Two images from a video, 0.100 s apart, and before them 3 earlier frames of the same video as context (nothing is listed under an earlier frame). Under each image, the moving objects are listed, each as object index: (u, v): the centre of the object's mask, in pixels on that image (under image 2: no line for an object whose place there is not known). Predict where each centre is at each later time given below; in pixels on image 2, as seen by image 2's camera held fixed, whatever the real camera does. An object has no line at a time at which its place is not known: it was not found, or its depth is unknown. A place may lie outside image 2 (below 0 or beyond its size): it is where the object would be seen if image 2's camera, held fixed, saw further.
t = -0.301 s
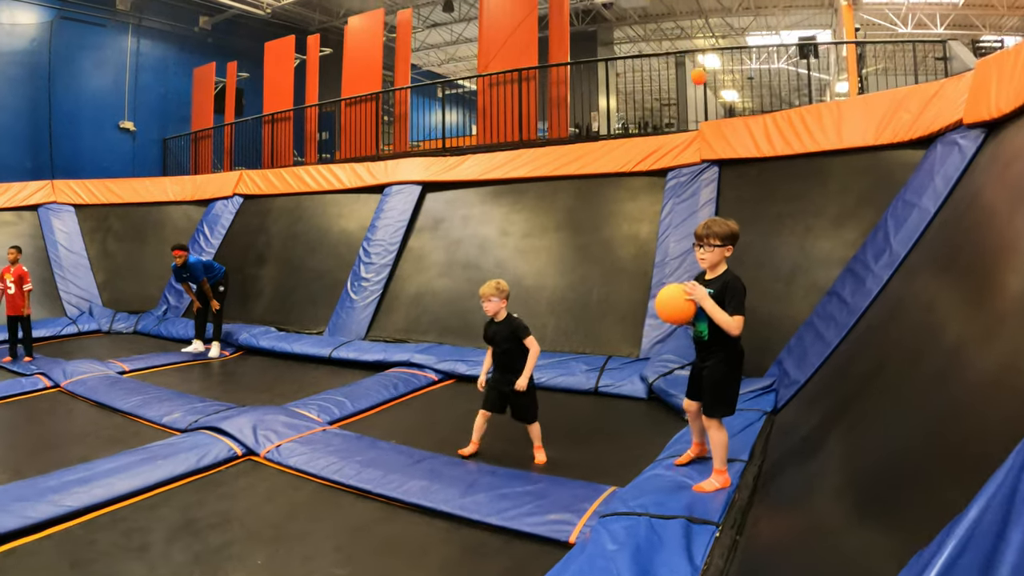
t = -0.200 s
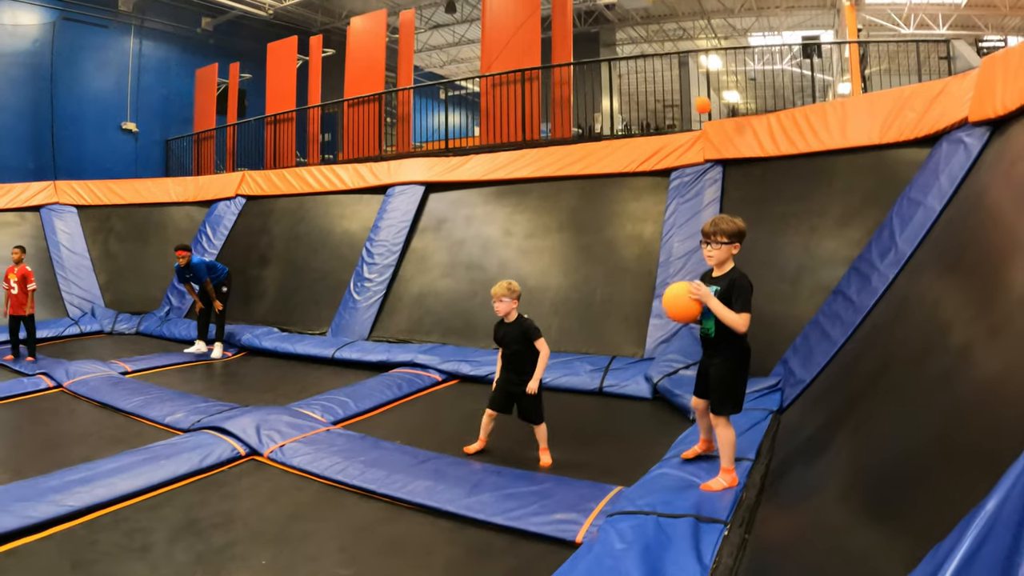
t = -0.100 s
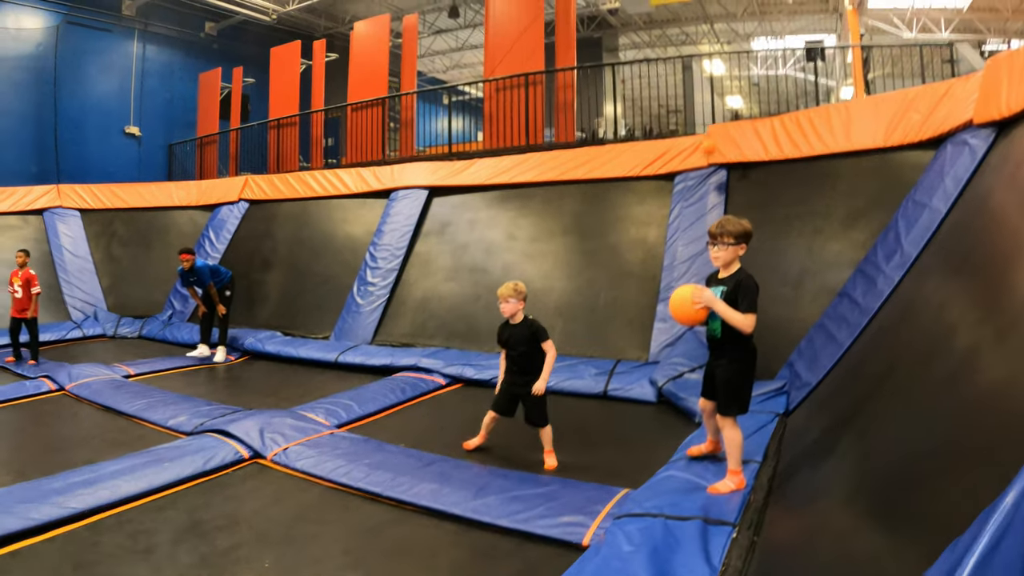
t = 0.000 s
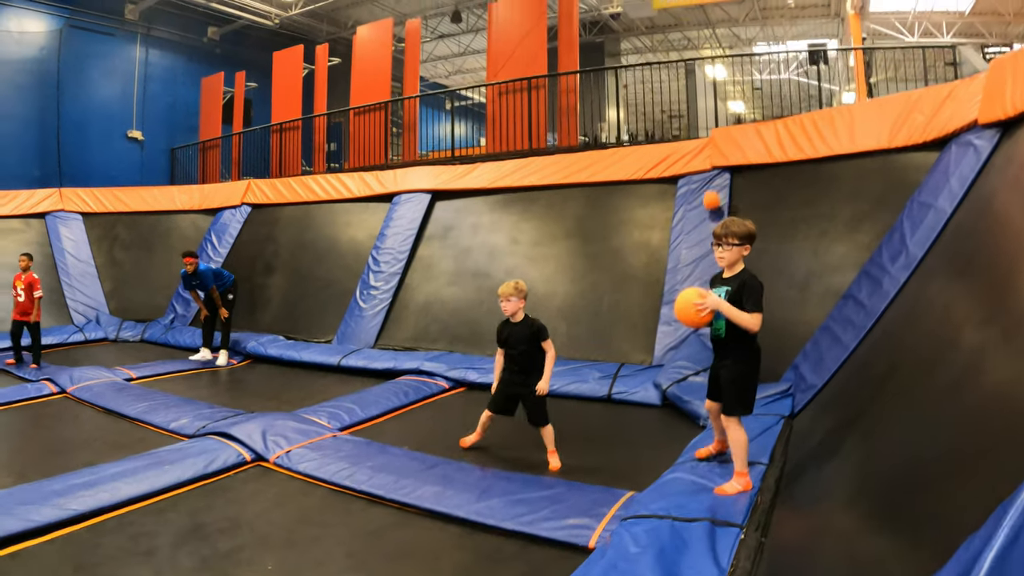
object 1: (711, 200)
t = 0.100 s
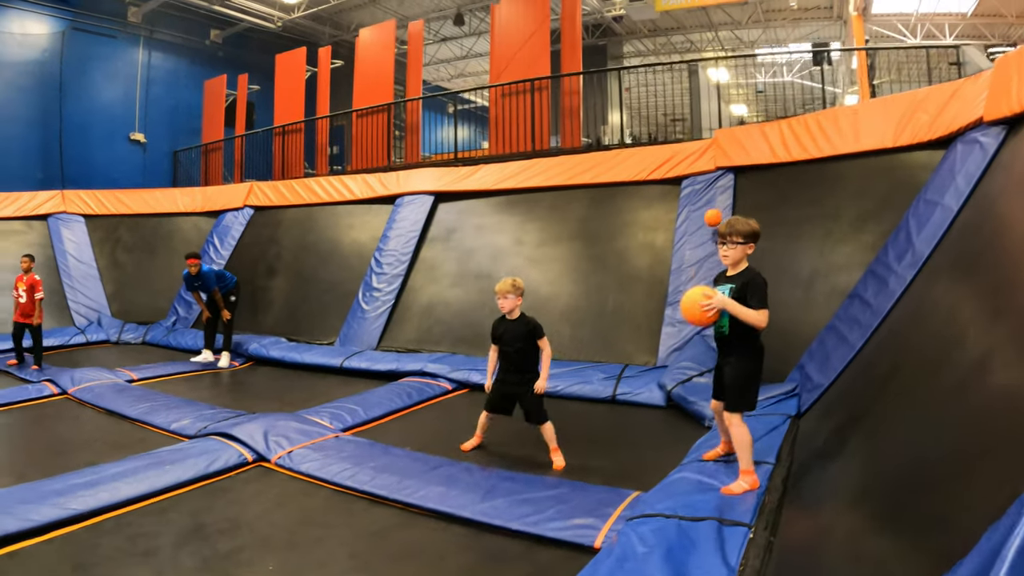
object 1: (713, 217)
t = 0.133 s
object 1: (711, 221)
